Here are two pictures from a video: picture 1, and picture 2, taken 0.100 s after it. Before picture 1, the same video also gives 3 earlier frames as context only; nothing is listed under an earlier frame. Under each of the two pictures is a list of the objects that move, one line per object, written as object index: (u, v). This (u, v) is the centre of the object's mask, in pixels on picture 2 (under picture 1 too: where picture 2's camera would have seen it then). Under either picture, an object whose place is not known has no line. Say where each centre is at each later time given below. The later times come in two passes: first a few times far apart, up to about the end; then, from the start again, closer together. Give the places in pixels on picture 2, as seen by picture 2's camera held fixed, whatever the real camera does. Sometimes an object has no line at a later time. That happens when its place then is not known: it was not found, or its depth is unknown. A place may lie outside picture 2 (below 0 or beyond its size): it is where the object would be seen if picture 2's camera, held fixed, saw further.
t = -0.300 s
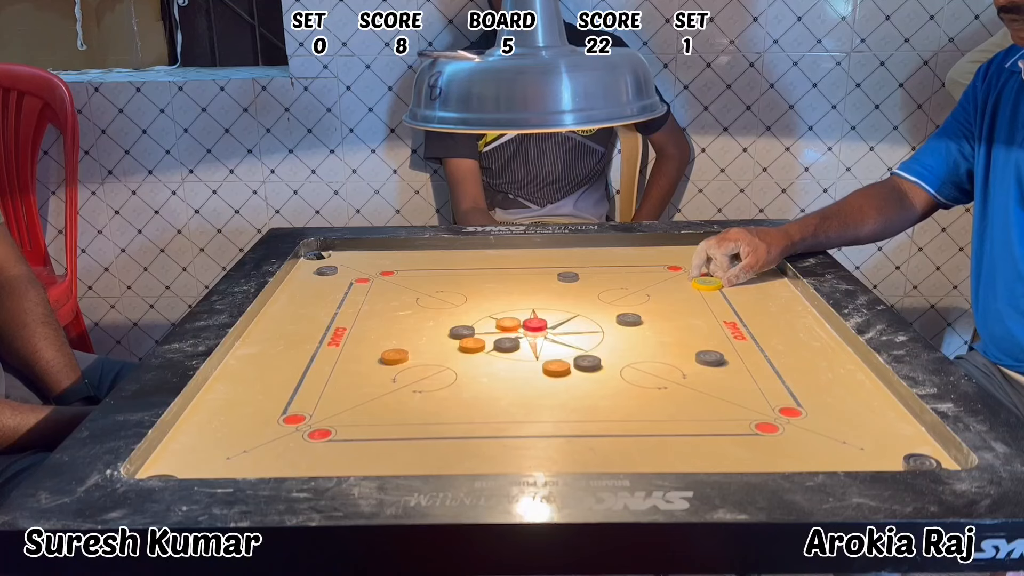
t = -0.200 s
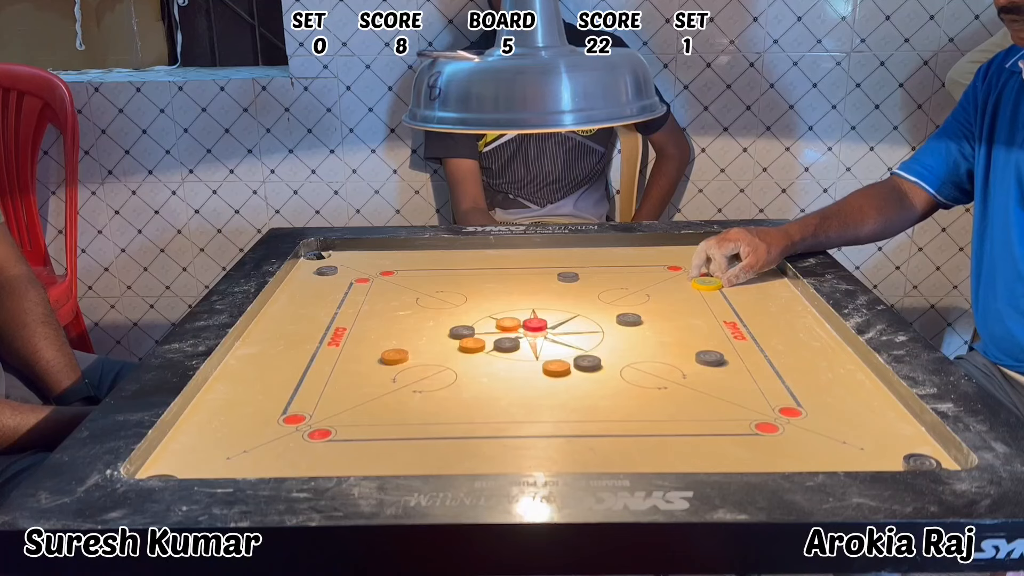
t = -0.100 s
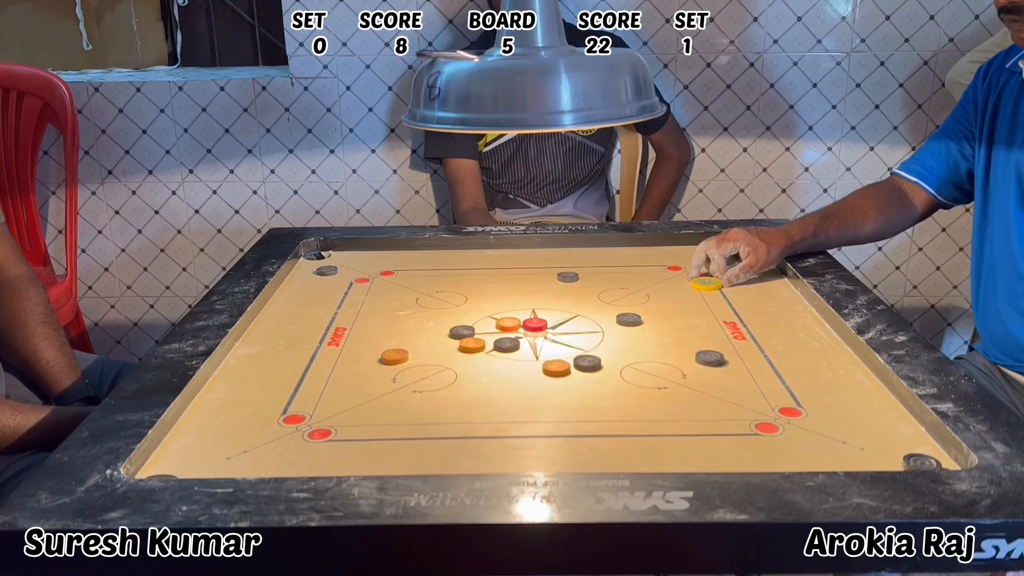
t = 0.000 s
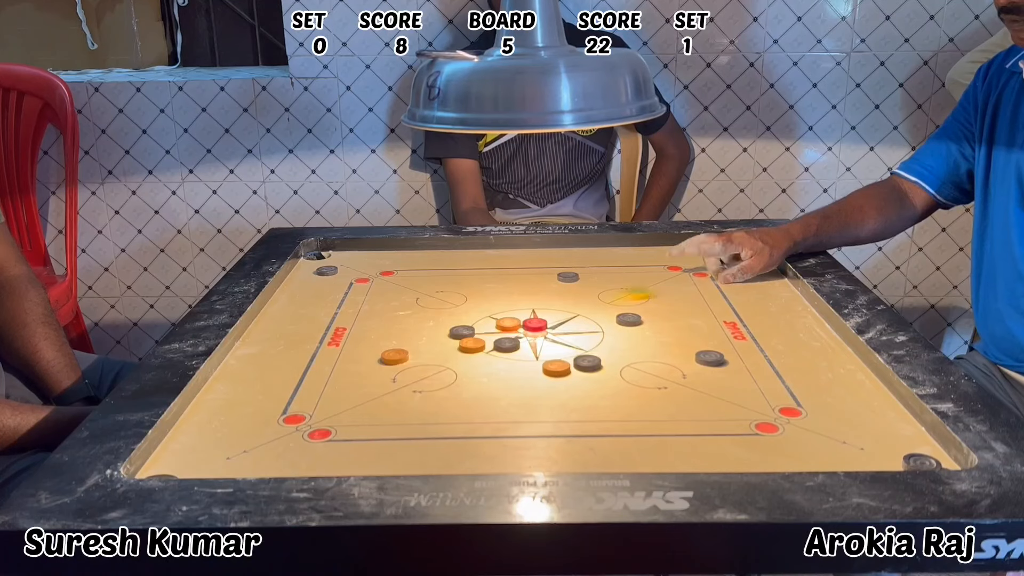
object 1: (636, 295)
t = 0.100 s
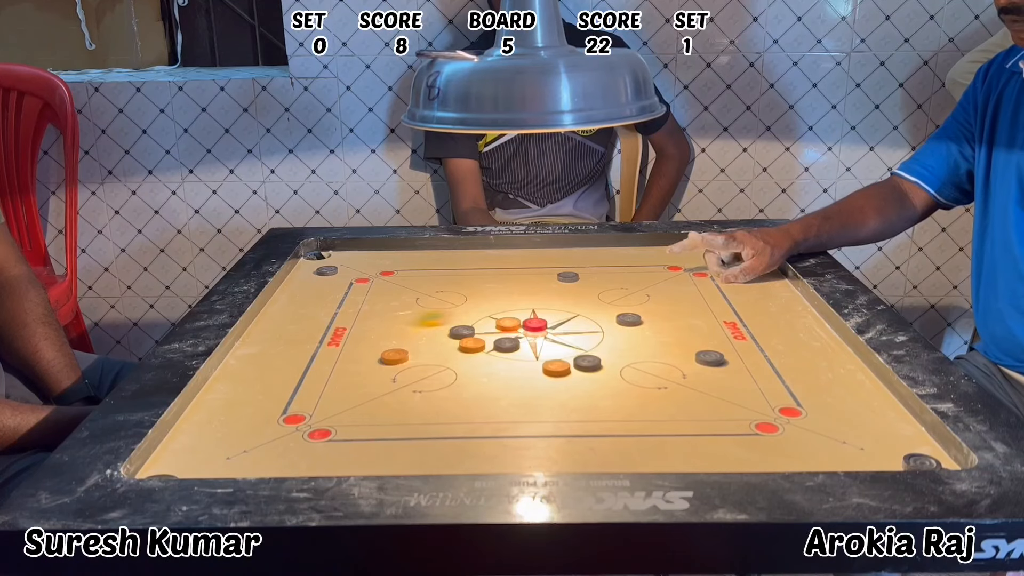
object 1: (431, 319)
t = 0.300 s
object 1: (437, 345)
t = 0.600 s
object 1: (537, 336)
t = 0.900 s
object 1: (563, 334)
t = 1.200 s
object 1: (563, 334)
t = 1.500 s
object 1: (563, 334)
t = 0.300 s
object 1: (437, 345)
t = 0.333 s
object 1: (456, 343)
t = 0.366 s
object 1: (470, 342)
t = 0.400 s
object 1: (483, 341)
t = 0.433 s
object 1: (495, 340)
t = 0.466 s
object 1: (505, 339)
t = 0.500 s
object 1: (514, 338)
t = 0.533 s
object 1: (523, 337)
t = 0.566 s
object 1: (530, 337)
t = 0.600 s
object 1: (537, 336)
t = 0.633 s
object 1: (542, 336)
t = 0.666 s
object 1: (547, 335)
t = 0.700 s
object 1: (551, 335)
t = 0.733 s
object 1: (555, 335)
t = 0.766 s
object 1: (558, 335)
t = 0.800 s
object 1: (561, 335)
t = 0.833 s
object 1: (562, 335)
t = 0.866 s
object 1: (563, 334)
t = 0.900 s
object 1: (563, 334)
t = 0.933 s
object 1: (563, 334)
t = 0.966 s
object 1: (563, 334)
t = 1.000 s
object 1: (563, 334)
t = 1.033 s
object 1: (563, 334)
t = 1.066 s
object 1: (563, 334)
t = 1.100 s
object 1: (563, 334)
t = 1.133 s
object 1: (563, 334)
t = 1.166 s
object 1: (563, 334)
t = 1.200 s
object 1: (563, 334)
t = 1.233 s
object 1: (563, 334)
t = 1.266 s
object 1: (563, 334)
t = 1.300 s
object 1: (563, 334)
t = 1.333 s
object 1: (563, 334)
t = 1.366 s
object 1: (563, 334)
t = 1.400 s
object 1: (563, 334)
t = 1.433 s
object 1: (563, 334)
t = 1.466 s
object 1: (563, 334)
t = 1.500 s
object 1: (563, 334)
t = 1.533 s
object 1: (563, 334)
